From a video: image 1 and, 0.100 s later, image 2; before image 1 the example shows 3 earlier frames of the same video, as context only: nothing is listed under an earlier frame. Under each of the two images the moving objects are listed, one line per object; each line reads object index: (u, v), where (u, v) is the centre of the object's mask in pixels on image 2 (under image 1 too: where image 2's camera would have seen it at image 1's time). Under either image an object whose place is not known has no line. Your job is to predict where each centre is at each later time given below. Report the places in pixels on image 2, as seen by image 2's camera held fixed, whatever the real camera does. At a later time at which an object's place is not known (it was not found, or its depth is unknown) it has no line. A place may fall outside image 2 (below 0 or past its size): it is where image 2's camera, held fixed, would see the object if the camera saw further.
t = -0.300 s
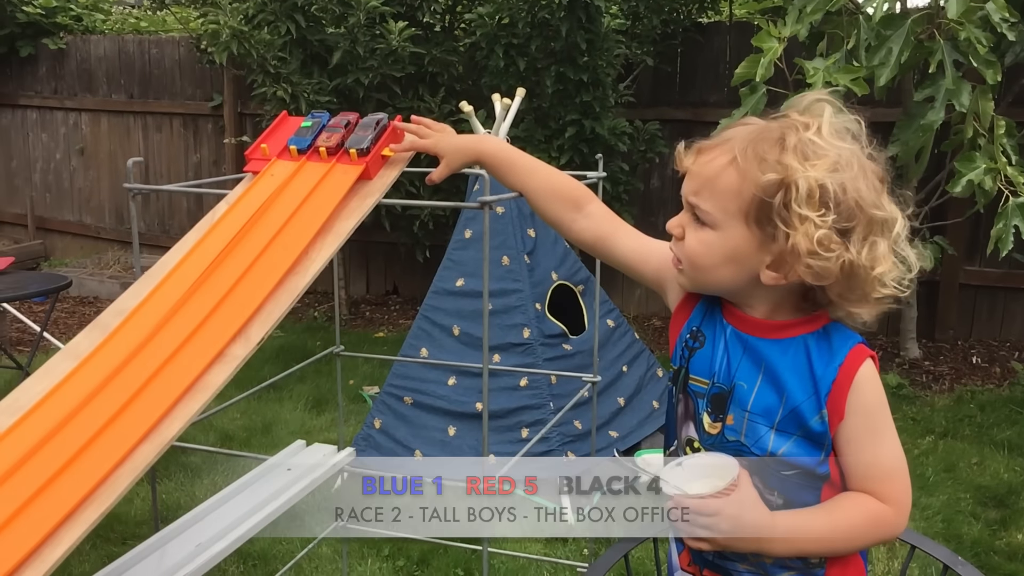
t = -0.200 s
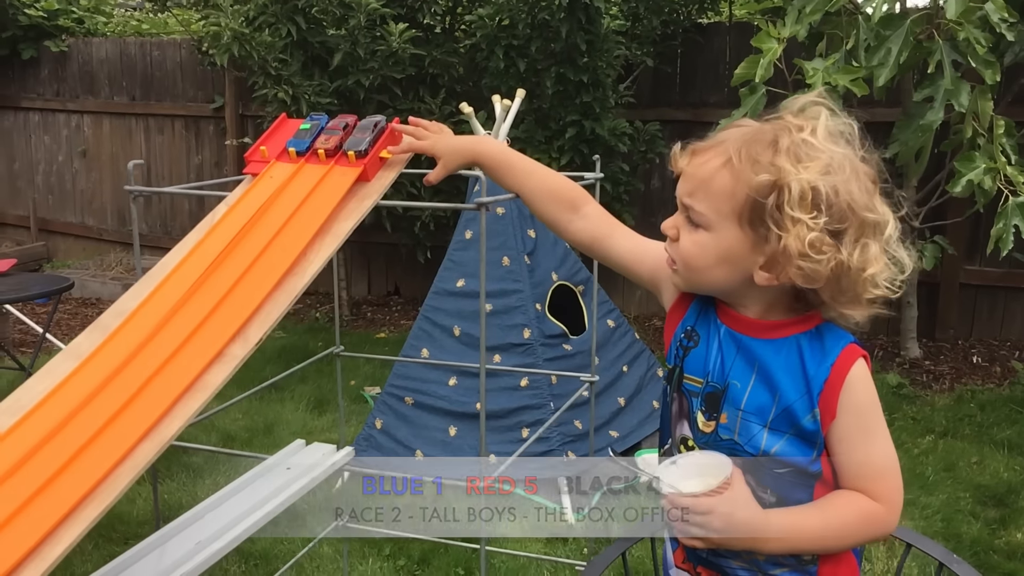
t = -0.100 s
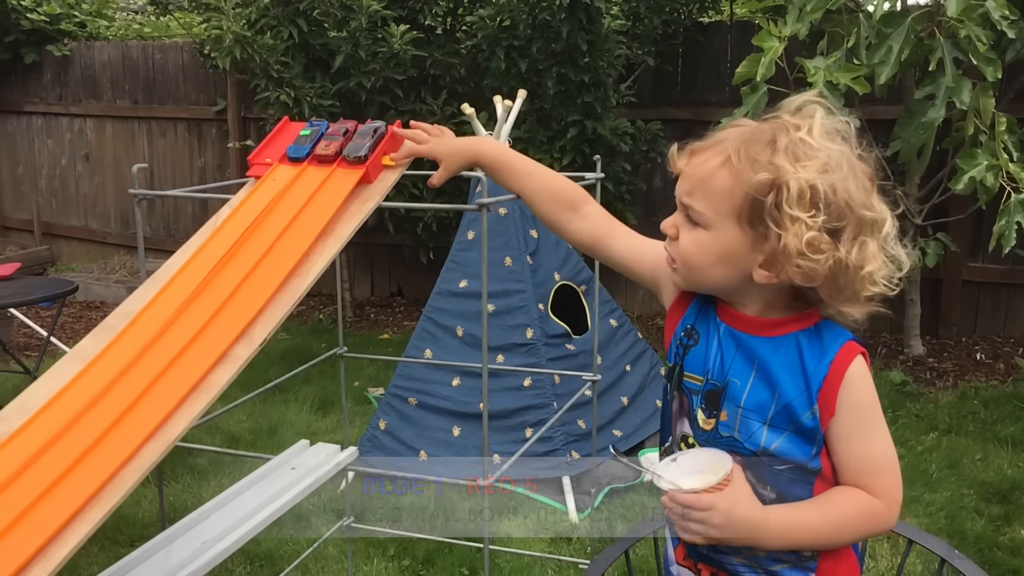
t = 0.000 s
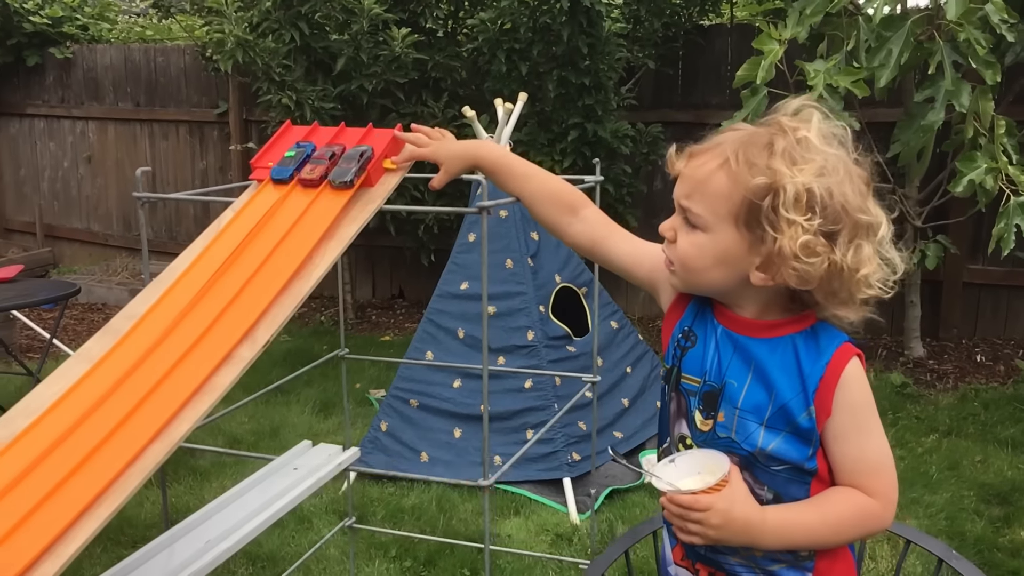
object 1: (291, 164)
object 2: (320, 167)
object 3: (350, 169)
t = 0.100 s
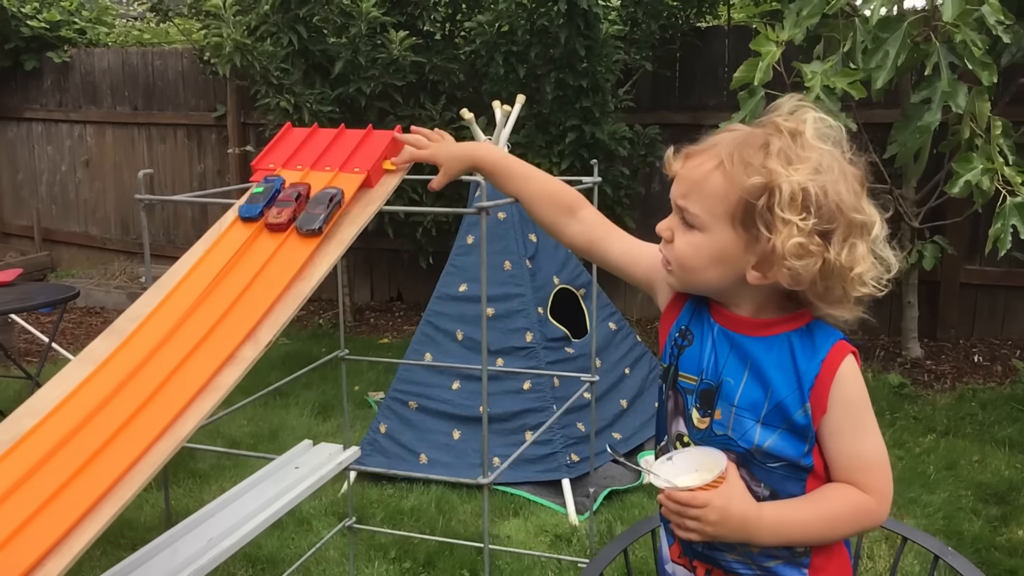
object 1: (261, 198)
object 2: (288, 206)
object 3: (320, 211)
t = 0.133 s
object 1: (250, 214)
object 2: (276, 225)
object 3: (307, 230)
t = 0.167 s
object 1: (237, 232)
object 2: (262, 245)
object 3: (293, 253)
